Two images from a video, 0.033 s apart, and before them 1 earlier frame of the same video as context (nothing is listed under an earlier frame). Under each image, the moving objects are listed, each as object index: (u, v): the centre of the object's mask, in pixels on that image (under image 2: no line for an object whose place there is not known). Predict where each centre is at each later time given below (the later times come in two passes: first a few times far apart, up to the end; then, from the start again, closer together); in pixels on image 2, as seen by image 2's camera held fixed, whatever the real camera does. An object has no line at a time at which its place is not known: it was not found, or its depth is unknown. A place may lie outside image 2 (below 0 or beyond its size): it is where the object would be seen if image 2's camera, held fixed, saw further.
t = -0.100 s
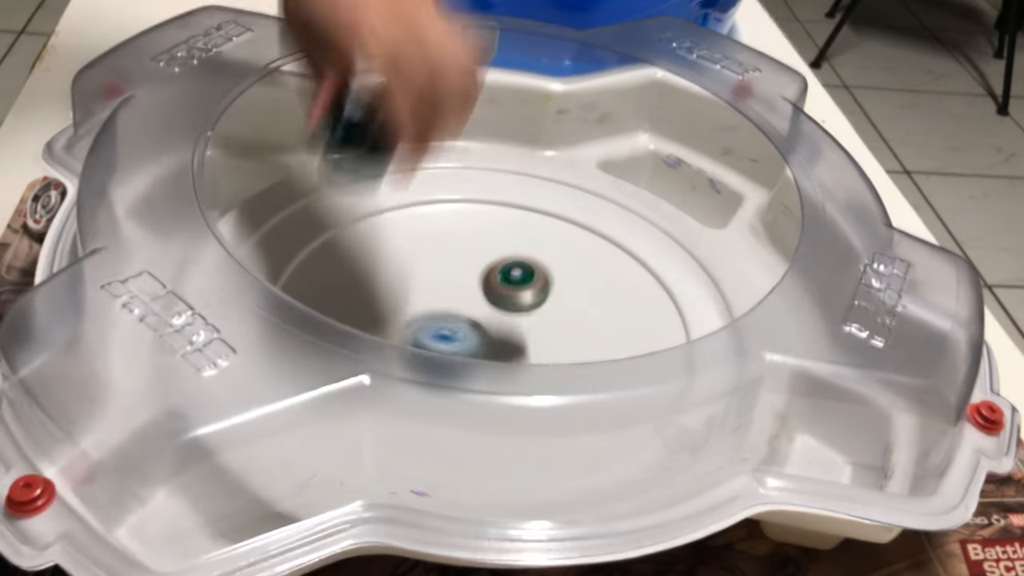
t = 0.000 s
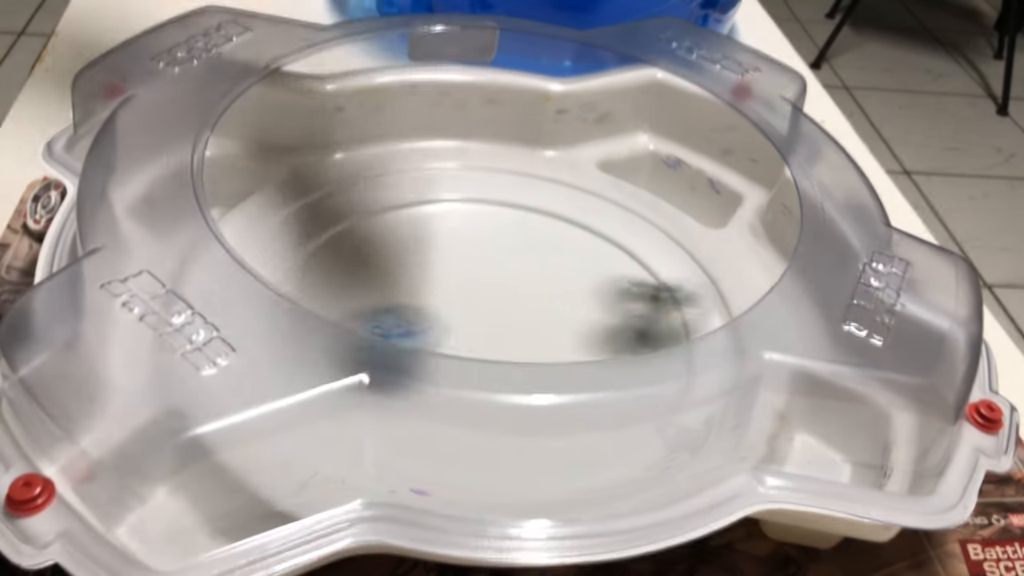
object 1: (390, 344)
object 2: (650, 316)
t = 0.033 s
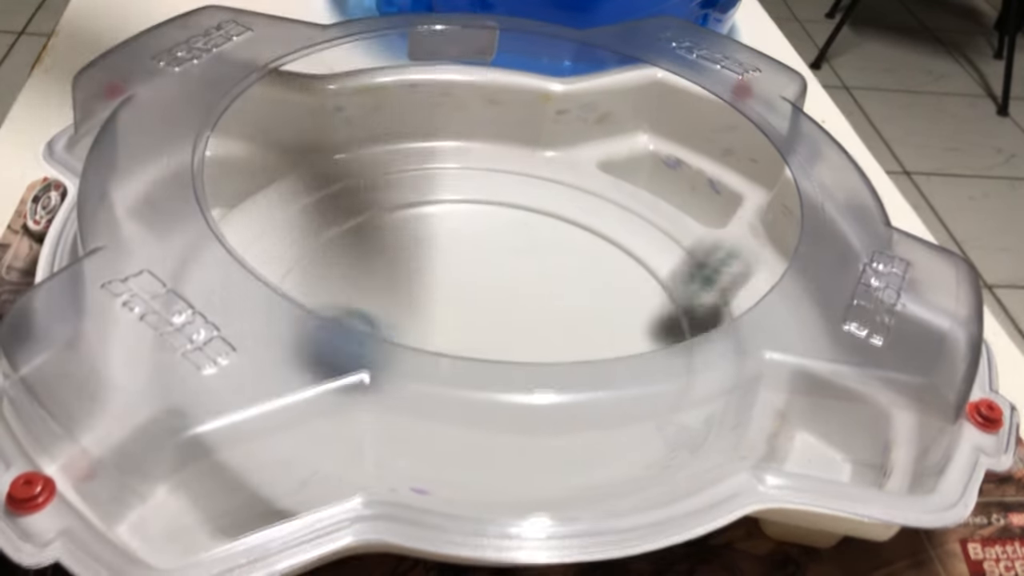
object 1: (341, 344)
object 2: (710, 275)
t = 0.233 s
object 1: (260, 330)
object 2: (761, 274)
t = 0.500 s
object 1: (438, 364)
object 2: (732, 279)
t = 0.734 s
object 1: (530, 305)
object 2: (655, 297)
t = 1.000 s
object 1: (402, 205)
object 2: (483, 304)
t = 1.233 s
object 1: (289, 318)
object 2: (431, 321)
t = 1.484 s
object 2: (407, 332)
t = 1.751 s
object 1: (597, 230)
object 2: (419, 344)
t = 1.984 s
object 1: (310, 250)
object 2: (447, 345)
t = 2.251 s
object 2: (469, 333)
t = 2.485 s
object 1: (667, 286)
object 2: (471, 314)
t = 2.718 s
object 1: (371, 207)
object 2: (468, 298)
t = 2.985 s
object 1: (383, 437)
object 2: (468, 292)
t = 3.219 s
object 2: (474, 294)
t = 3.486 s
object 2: (484, 305)
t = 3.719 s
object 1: (288, 353)
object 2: (498, 320)
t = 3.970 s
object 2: (510, 332)
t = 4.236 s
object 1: (566, 216)
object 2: (514, 336)
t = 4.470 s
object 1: (357, 218)
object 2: (508, 338)
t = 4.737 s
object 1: (356, 312)
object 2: (499, 339)
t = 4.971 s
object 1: (478, 306)
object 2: (640, 368)
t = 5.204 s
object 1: (557, 255)
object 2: (626, 372)
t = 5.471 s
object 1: (536, 240)
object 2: (472, 319)
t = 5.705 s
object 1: (492, 277)
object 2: (446, 332)
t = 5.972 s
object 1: (536, 322)
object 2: (435, 345)
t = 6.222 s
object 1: (613, 331)
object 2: (430, 348)
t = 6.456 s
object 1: (597, 326)
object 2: (428, 348)
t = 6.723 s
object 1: (558, 328)
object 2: (440, 340)
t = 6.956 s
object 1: (561, 338)
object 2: (400, 320)
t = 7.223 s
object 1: (576, 351)
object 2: (302, 284)
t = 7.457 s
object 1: (528, 352)
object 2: (371, 312)
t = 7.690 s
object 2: (427, 302)
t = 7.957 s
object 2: (431, 152)
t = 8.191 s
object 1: (500, 371)
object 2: (446, 213)
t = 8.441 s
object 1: (316, 354)
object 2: (531, 283)
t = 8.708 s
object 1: (413, 390)
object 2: (564, 305)
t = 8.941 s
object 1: (417, 317)
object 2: (616, 322)
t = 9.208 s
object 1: (333, 292)
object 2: (691, 318)
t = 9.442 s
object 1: (462, 327)
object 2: (535, 334)
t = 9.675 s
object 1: (431, 264)
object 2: (560, 343)
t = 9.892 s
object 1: (467, 221)
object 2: (528, 332)
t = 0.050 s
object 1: (326, 341)
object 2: (731, 251)
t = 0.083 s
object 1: (290, 338)
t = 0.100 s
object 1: (278, 336)
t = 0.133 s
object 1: (267, 328)
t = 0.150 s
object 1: (262, 328)
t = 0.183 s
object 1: (259, 328)
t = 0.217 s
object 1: (259, 329)
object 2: (776, 248)
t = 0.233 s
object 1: (260, 330)
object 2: (761, 274)
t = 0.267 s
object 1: (266, 334)
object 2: (759, 271)
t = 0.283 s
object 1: (271, 336)
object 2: (765, 256)
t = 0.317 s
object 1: (284, 346)
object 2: (753, 269)
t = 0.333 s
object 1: (293, 349)
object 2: (749, 271)
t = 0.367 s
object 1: (320, 358)
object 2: (743, 275)
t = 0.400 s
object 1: (347, 362)
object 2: (740, 273)
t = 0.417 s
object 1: (362, 366)
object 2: (739, 275)
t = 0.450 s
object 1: (400, 367)
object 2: (736, 276)
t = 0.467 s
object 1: (413, 367)
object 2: (734, 277)
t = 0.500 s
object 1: (438, 364)
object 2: (732, 279)
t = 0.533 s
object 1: (468, 345)
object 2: (731, 281)
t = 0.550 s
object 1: (479, 345)
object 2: (730, 282)
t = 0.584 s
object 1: (498, 343)
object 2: (727, 284)
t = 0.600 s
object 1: (506, 342)
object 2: (723, 286)
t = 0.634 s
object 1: (518, 337)
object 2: (710, 290)
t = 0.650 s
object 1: (522, 334)
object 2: (704, 290)
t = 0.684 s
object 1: (528, 327)
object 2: (692, 286)
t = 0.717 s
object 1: (530, 312)
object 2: (665, 294)
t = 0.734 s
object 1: (530, 305)
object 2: (655, 297)
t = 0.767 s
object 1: (525, 289)
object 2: (630, 300)
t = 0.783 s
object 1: (522, 280)
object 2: (619, 299)
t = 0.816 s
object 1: (512, 265)
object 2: (592, 300)
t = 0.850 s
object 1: (498, 250)
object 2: (566, 301)
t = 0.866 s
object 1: (491, 243)
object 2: (555, 301)
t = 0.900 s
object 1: (474, 231)
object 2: (531, 301)
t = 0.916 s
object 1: (462, 225)
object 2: (520, 301)
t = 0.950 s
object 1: (440, 214)
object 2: (502, 302)
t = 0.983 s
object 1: (415, 207)
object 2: (489, 303)
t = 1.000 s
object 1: (402, 205)
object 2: (483, 304)
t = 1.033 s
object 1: (379, 205)
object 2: (474, 306)
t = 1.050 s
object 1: (368, 210)
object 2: (470, 307)
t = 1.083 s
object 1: (347, 224)
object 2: (461, 309)
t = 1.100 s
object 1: (338, 232)
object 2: (457, 311)
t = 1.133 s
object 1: (319, 248)
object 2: (450, 313)
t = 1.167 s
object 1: (304, 266)
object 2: (442, 316)
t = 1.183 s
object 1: (295, 281)
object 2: (439, 318)
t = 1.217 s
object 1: (289, 303)
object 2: (433, 320)
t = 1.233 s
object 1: (289, 318)
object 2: (431, 321)
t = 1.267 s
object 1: (295, 353)
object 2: (425, 322)
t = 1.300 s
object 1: (316, 383)
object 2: (421, 323)
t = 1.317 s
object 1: (330, 395)
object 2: (419, 324)
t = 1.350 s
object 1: (371, 420)
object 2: (416, 326)
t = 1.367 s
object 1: (393, 427)
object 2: (414, 326)
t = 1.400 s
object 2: (412, 329)
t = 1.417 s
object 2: (410, 329)
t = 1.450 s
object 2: (408, 331)
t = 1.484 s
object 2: (407, 332)
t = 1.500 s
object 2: (407, 333)
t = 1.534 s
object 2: (407, 334)
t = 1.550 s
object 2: (407, 335)
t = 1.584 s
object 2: (408, 337)
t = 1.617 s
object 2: (408, 338)
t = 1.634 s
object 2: (409, 338)
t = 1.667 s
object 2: (411, 340)
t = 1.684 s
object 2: (412, 341)
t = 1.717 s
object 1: (631, 250)
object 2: (415, 342)
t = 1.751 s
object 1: (597, 230)
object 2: (419, 344)
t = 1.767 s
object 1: (577, 219)
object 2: (421, 344)
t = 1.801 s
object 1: (536, 206)
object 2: (426, 346)
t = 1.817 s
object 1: (512, 202)
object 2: (427, 346)
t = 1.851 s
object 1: (466, 199)
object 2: (431, 347)
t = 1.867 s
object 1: (444, 197)
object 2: (432, 346)
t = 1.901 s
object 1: (397, 203)
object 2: (437, 346)
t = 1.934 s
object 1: (358, 215)
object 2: (441, 347)
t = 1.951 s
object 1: (337, 222)
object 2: (443, 346)
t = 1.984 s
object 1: (310, 250)
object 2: (447, 345)
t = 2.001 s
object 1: (301, 261)
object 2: (449, 345)
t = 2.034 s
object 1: (284, 295)
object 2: (453, 344)
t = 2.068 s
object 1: (281, 333)
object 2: (456, 343)
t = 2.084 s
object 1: (285, 350)
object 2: (458, 342)
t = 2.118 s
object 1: (307, 386)
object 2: (461, 341)
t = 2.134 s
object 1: (324, 401)
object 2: (462, 340)
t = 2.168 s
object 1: (363, 431)
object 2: (464, 339)
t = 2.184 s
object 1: (387, 441)
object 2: (466, 337)
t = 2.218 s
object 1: (438, 456)
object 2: (468, 335)
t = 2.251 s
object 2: (469, 333)
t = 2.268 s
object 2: (470, 332)
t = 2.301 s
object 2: (471, 331)
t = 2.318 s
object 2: (472, 329)
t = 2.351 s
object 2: (472, 327)
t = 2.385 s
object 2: (472, 324)
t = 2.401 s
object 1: (683, 371)
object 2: (472, 323)
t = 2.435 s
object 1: (683, 319)
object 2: (472, 319)
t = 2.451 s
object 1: (682, 312)
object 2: (472, 318)
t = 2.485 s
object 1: (667, 286)
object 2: (471, 314)
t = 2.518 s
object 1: (637, 254)
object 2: (470, 311)
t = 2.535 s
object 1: (618, 242)
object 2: (470, 309)
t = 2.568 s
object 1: (576, 218)
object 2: (470, 306)
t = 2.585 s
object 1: (555, 211)
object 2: (470, 305)
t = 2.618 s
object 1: (509, 201)
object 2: (469, 303)
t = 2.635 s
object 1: (486, 197)
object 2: (469, 302)
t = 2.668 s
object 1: (439, 192)
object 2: (469, 301)
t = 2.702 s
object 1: (396, 203)
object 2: (468, 299)
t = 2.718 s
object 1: (371, 207)
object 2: (468, 298)
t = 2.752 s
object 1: (340, 226)
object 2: (468, 298)
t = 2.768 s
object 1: (323, 233)
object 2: (467, 297)
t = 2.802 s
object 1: (300, 261)
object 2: (467, 296)
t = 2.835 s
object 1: (284, 295)
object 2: (466, 295)
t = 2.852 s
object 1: (282, 311)
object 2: (466, 294)
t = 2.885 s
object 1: (289, 348)
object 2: (466, 293)
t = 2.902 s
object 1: (297, 367)
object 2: (467, 292)
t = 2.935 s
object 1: (324, 397)
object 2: (467, 292)
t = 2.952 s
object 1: (340, 411)
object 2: (468, 292)
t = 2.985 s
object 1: (383, 437)
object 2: (468, 292)
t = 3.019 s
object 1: (430, 452)
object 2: (468, 292)
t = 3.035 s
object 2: (469, 292)
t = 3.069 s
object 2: (470, 292)
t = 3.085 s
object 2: (470, 292)
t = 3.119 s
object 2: (470, 292)
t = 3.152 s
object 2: (471, 293)
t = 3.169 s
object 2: (472, 293)
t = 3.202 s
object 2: (473, 294)
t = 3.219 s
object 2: (474, 294)
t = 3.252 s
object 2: (474, 295)
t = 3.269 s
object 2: (475, 295)
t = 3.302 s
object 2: (475, 296)
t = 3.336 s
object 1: (641, 253)
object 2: (477, 297)
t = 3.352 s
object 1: (624, 240)
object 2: (477, 298)
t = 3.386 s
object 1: (586, 218)
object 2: (479, 299)
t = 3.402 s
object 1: (566, 210)
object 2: (480, 300)
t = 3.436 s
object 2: (482, 302)
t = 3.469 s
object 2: (483, 304)
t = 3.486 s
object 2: (484, 305)
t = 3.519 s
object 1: (400, 201)
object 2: (486, 307)
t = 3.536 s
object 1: (379, 207)
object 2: (487, 308)
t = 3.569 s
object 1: (344, 223)
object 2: (489, 310)
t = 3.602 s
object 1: (312, 247)
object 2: (491, 312)
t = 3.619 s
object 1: (302, 258)
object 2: (492, 314)
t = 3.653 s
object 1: (287, 289)
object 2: (494, 316)
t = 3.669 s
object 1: (284, 305)
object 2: (495, 317)
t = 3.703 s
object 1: (285, 339)
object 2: (497, 319)
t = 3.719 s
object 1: (288, 353)
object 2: (498, 320)
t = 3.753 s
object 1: (304, 379)
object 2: (500, 322)
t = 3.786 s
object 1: (328, 399)
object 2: (501, 324)
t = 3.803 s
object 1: (340, 406)
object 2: (502, 325)
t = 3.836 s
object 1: (380, 424)
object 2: (504, 327)
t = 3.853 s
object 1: (399, 428)
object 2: (505, 327)
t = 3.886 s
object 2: (506, 328)
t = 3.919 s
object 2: (508, 330)
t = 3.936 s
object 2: (509, 330)
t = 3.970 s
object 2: (510, 332)
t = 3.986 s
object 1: (550, 401)
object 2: (511, 332)
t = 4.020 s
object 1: (571, 351)
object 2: (511, 332)
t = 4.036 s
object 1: (583, 345)
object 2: (512, 333)
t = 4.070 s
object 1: (600, 332)
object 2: (512, 334)
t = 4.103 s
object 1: (606, 312)
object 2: (513, 334)
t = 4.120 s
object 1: (606, 299)
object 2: (513, 335)
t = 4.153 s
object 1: (601, 275)
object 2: (513, 335)
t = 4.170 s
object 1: (597, 263)
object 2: (514, 335)
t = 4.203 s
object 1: (585, 237)
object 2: (514, 335)
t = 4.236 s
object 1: (566, 216)
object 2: (514, 336)
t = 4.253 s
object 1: (554, 208)
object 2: (514, 336)
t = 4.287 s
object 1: (523, 201)
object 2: (514, 337)
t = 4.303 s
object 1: (508, 201)
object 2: (514, 337)
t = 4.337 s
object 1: (475, 201)
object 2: (513, 338)
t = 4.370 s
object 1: (443, 204)
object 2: (512, 338)
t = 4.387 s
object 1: (426, 206)
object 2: (511, 338)
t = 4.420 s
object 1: (395, 210)
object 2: (510, 338)
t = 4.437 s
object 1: (383, 209)
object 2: (509, 339)
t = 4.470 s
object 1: (357, 218)
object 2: (508, 338)
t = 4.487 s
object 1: (345, 223)
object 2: (507, 339)
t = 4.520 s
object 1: (326, 236)
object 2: (506, 338)
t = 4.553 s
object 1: (315, 249)
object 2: (505, 339)
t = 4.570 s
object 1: (310, 259)
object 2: (504, 339)
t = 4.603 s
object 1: (310, 273)
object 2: (503, 339)
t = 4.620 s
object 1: (312, 278)
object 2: (503, 339)
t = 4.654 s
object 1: (320, 289)
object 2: (501, 339)
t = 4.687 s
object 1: (332, 298)
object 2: (500, 339)
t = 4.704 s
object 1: (340, 303)
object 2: (500, 339)
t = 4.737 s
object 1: (356, 312)
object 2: (499, 339)
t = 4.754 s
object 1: (366, 316)
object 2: (498, 339)
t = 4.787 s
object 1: (388, 323)
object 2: (497, 339)
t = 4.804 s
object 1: (399, 327)
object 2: (497, 339)
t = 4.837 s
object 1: (422, 331)
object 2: (501, 336)
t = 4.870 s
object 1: (434, 324)
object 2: (543, 331)
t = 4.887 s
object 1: (439, 322)
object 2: (561, 332)
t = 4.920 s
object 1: (451, 319)
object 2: (594, 340)
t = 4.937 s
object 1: (460, 315)
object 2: (610, 345)
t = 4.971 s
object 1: (478, 306)
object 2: (640, 368)
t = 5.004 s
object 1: (495, 293)
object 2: (665, 365)
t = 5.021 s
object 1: (503, 290)
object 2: (673, 370)
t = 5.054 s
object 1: (519, 289)
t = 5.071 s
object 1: (524, 282)
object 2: (686, 373)
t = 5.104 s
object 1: (534, 276)
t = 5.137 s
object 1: (543, 269)
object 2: (673, 370)
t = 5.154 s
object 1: (547, 267)
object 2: (663, 371)
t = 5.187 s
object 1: (554, 259)
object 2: (637, 374)
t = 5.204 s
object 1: (557, 255)
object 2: (626, 372)
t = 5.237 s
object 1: (561, 251)
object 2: (602, 365)
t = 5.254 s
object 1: (562, 247)
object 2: (591, 360)
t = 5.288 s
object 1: (563, 242)
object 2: (568, 352)
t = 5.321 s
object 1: (562, 239)
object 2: (546, 338)
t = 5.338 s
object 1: (560, 237)
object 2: (536, 334)
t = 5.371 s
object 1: (556, 236)
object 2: (516, 329)
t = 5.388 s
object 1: (554, 236)
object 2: (507, 327)
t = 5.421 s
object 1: (547, 237)
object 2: (491, 322)
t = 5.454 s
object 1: (540, 239)
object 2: (478, 319)
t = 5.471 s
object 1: (536, 240)
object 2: (472, 319)
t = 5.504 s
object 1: (528, 244)
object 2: (464, 318)
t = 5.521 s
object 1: (524, 246)
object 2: (461, 319)
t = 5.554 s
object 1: (515, 251)
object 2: (457, 321)
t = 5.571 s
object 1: (511, 253)
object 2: (456, 322)
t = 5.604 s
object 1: (504, 259)
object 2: (453, 325)
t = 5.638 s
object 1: (499, 265)
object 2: (450, 327)
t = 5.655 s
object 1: (496, 268)
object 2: (449, 329)
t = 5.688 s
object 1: (493, 275)
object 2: (447, 331)
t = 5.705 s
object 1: (492, 277)
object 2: (446, 332)
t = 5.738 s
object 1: (491, 282)
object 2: (444, 334)
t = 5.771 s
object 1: (492, 287)
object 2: (442, 336)
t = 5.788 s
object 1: (494, 289)
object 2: (441, 337)
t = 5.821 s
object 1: (499, 295)
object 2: (440, 339)
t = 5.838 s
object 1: (502, 298)
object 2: (439, 339)
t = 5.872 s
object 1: (509, 305)
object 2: (438, 341)
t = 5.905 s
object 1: (518, 311)
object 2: (436, 342)
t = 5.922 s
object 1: (522, 314)
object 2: (436, 343)
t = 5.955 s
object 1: (531, 320)
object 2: (436, 344)
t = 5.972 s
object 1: (536, 322)
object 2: (435, 345)
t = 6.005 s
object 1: (547, 326)
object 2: (434, 346)
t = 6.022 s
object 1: (553, 328)
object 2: (434, 346)
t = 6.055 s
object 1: (566, 331)
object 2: (432, 347)
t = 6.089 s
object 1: (579, 332)
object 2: (432, 347)
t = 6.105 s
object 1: (585, 332)
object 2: (432, 347)
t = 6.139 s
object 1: (596, 333)
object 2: (431, 347)
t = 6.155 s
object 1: (601, 333)
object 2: (430, 347)
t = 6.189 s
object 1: (609, 333)
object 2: (430, 348)
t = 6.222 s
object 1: (613, 331)
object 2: (430, 348)
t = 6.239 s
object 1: (614, 330)
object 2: (430, 348)
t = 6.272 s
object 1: (615, 330)
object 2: (430, 349)
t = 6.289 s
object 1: (615, 329)
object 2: (430, 349)
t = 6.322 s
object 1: (614, 327)
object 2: (430, 348)
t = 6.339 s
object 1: (613, 327)
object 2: (430, 348)
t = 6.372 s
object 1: (610, 326)
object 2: (429, 348)
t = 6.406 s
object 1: (605, 326)
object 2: (429, 349)
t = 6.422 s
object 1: (602, 326)
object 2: (429, 349)
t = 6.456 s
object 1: (597, 326)
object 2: (428, 348)
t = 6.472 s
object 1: (594, 325)
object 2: (429, 348)
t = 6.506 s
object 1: (589, 325)
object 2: (431, 344)
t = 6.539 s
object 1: (584, 325)
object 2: (431, 343)
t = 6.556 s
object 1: (582, 325)
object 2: (432, 343)
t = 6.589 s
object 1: (578, 325)
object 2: (433, 342)
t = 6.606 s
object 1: (575, 326)
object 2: (434, 342)
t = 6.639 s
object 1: (570, 327)
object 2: (435, 341)
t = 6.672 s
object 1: (565, 327)
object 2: (437, 341)
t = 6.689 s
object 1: (563, 328)
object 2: (438, 340)
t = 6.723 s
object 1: (558, 328)
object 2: (440, 340)
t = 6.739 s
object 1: (556, 329)
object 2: (441, 339)
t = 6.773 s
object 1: (552, 330)
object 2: (444, 338)
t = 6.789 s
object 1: (550, 330)
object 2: (445, 337)
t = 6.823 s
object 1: (545, 331)
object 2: (448, 337)
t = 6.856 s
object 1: (539, 333)
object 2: (451, 336)
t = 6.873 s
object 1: (536, 333)
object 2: (453, 335)
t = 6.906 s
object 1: (531, 334)
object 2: (456, 334)
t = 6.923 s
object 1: (539, 336)
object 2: (441, 329)
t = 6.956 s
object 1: (561, 338)
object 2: (400, 320)
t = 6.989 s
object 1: (579, 339)
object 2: (366, 308)
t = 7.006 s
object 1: (586, 341)
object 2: (349, 303)
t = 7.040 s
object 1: (595, 342)
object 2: (324, 293)
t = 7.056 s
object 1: (597, 343)
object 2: (314, 287)
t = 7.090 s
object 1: (597, 346)
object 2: (301, 280)
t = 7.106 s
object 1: (596, 347)
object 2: (298, 279)
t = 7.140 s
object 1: (591, 348)
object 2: (296, 278)
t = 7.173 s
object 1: (585, 350)
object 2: (297, 279)
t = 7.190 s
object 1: (582, 351)
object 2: (299, 281)
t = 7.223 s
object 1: (576, 351)
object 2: (302, 284)
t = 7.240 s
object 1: (572, 351)
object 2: (305, 285)
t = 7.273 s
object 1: (566, 352)
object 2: (313, 290)
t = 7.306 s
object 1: (559, 352)
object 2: (322, 295)
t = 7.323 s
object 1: (555, 352)
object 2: (327, 297)
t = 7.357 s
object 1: (549, 352)
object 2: (338, 302)
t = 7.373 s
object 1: (545, 352)
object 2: (344, 304)
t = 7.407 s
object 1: (538, 352)
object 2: (355, 308)
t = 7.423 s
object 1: (534, 352)
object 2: (360, 309)
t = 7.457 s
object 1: (528, 352)
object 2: (371, 312)
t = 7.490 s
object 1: (521, 353)
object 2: (383, 315)
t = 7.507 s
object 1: (518, 353)
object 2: (388, 316)
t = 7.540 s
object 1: (511, 352)
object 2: (399, 318)
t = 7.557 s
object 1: (508, 353)
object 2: (404, 318)
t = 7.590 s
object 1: (501, 352)
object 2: (414, 320)
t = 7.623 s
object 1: (496, 353)
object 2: (422, 321)
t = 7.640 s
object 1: (494, 352)
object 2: (427, 321)
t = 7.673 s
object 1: (491, 352)
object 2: (431, 320)
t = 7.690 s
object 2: (427, 302)
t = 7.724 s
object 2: (421, 263)
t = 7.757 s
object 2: (415, 232)
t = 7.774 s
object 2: (413, 220)
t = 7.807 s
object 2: (413, 191)
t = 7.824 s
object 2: (414, 181)
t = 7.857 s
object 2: (416, 161)
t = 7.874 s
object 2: (417, 156)
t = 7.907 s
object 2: (423, 153)
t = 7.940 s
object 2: (429, 151)
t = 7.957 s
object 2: (431, 152)
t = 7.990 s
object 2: (435, 153)
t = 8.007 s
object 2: (437, 155)
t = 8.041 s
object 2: (439, 161)
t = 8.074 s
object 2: (440, 168)
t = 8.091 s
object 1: (524, 399)
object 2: (441, 176)
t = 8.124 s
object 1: (518, 391)
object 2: (441, 185)
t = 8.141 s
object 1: (515, 386)
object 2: (442, 191)
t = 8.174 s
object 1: (505, 376)
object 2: (444, 205)
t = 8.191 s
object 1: (500, 371)
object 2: (446, 213)
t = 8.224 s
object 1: (488, 365)
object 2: (448, 231)
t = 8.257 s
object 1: (472, 357)
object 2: (450, 247)
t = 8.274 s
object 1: (463, 353)
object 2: (452, 256)
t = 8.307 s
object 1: (444, 345)
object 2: (455, 273)
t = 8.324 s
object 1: (433, 342)
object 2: (458, 279)
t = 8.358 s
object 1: (405, 341)
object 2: (470, 289)
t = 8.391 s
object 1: (363, 345)
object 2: (497, 285)
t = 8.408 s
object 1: (346, 346)
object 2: (510, 284)
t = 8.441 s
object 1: (316, 354)
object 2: (531, 283)
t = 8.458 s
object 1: (304, 354)
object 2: (540, 283)
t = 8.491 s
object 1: (286, 362)
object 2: (554, 285)
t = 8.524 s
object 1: (299, 369)
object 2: (562, 287)
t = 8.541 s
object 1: (308, 374)
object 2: (565, 288)
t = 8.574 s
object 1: (327, 382)
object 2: (568, 290)
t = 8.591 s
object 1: (336, 386)
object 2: (568, 292)
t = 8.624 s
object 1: (359, 390)
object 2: (567, 296)
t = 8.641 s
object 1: (369, 391)
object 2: (567, 298)
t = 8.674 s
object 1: (394, 393)
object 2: (566, 302)
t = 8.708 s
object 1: (413, 390)
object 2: (564, 305)
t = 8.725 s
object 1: (424, 388)
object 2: (564, 307)
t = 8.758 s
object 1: (441, 382)
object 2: (563, 311)
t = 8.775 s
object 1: (450, 378)
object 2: (562, 312)
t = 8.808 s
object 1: (463, 371)
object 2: (561, 316)
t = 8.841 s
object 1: (471, 362)
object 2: (558, 319)
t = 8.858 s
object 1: (474, 356)
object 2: (556, 322)
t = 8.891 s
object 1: (478, 336)
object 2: (554, 324)
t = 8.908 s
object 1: (458, 331)
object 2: (572, 326)
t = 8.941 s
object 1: (417, 317)
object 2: (616, 322)
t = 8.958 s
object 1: (397, 311)
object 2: (640, 321)
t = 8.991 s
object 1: (363, 296)
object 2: (676, 318)
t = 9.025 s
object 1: (336, 284)
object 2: (702, 311)
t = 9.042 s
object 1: (324, 278)
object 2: (709, 310)
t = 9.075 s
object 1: (304, 268)
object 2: (723, 305)
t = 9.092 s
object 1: (297, 265)
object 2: (722, 307)
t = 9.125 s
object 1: (302, 268)
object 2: (717, 309)
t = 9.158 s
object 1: (311, 280)
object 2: (709, 312)
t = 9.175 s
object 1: (318, 282)
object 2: (704, 314)
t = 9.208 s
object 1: (333, 292)
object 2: (691, 318)
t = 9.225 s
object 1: (342, 297)
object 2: (682, 320)
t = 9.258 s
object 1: (361, 305)
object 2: (663, 326)
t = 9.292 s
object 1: (382, 313)
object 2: (640, 330)
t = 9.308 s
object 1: (392, 316)
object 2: (627, 331)
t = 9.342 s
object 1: (411, 322)
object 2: (603, 333)
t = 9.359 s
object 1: (422, 324)
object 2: (589, 334)
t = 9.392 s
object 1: (441, 327)
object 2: (565, 334)
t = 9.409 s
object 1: (449, 328)
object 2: (554, 334)
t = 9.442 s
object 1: (462, 327)
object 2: (535, 334)
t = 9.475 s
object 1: (450, 316)
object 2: (549, 337)
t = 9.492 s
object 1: (443, 313)
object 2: (556, 338)
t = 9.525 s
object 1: (436, 302)
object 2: (567, 340)
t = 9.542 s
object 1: (432, 300)
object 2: (570, 342)
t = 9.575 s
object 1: (428, 291)
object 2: (573, 343)
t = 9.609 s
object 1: (427, 282)
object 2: (571, 343)
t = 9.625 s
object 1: (427, 278)
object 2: (568, 343)
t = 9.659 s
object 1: (429, 269)
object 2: (563, 343)
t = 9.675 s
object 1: (431, 264)
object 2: (560, 343)
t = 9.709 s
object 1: (435, 256)
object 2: (555, 341)
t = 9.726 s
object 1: (438, 252)
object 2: (552, 341)
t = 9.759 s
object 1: (443, 244)
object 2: (547, 339)
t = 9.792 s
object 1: (448, 237)
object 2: (542, 338)
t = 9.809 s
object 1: (451, 234)
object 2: (539, 337)
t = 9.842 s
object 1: (457, 228)
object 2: (534, 335)
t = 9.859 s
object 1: (460, 225)
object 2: (532, 334)
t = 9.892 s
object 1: (467, 221)
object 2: (528, 332)
